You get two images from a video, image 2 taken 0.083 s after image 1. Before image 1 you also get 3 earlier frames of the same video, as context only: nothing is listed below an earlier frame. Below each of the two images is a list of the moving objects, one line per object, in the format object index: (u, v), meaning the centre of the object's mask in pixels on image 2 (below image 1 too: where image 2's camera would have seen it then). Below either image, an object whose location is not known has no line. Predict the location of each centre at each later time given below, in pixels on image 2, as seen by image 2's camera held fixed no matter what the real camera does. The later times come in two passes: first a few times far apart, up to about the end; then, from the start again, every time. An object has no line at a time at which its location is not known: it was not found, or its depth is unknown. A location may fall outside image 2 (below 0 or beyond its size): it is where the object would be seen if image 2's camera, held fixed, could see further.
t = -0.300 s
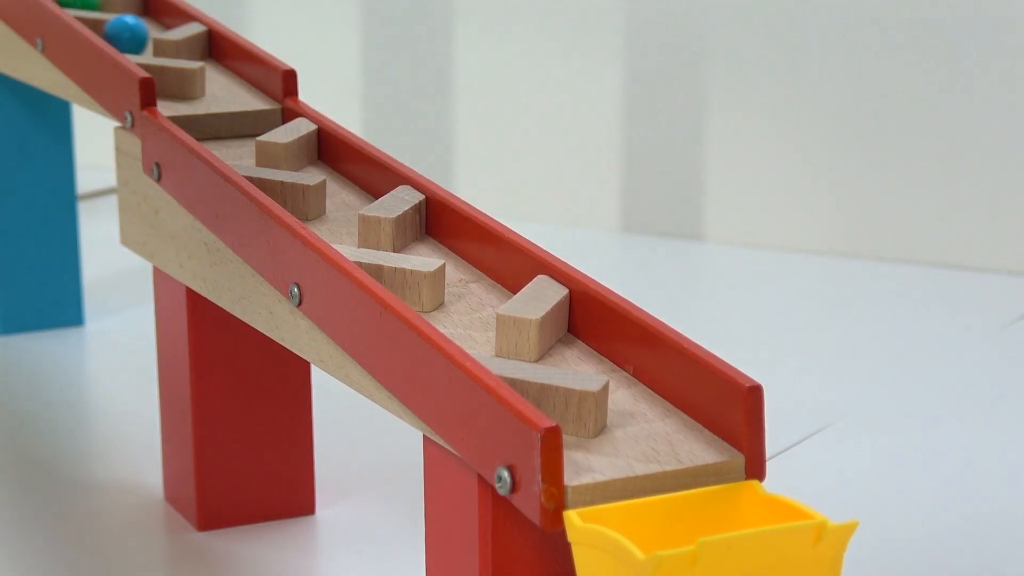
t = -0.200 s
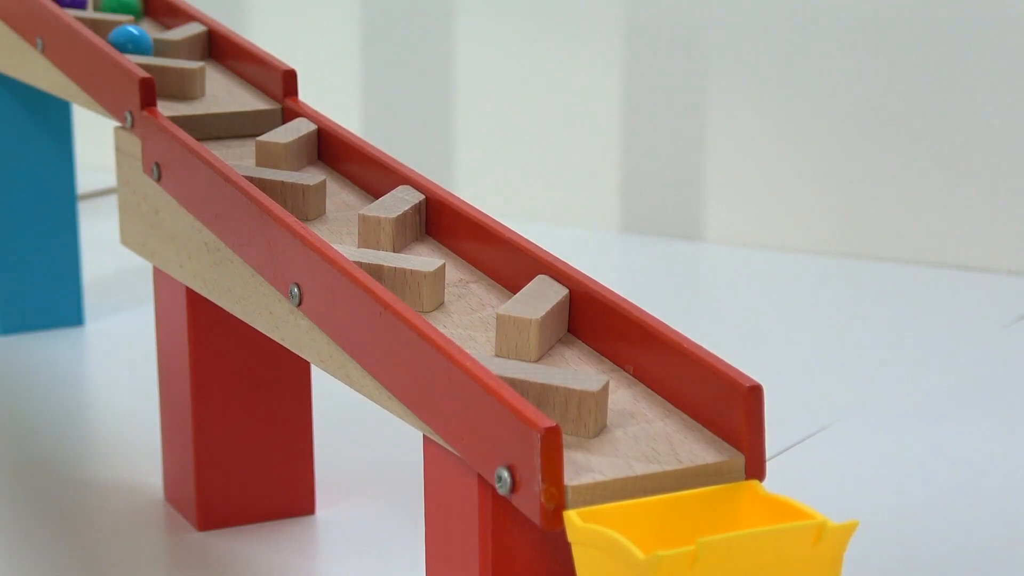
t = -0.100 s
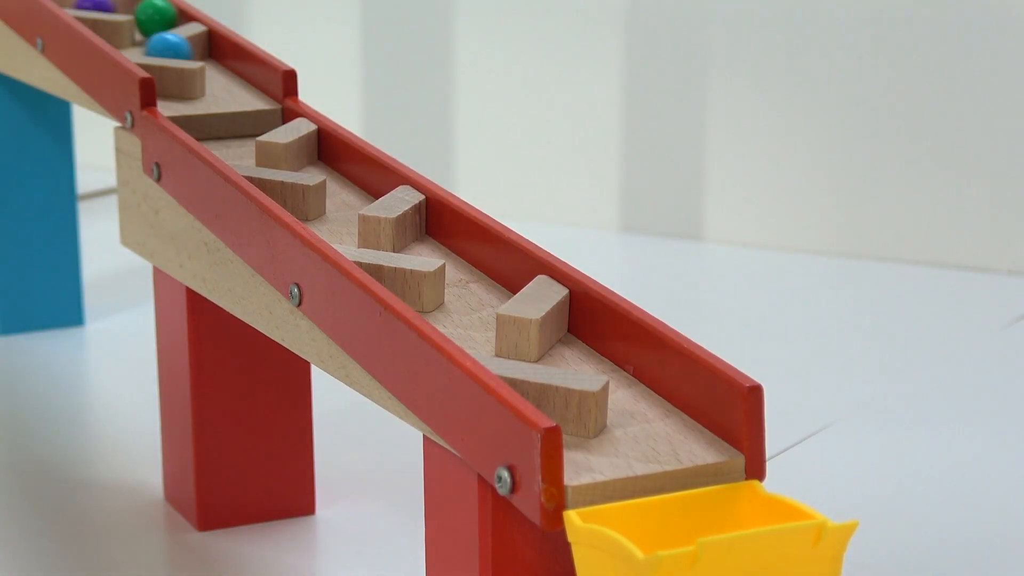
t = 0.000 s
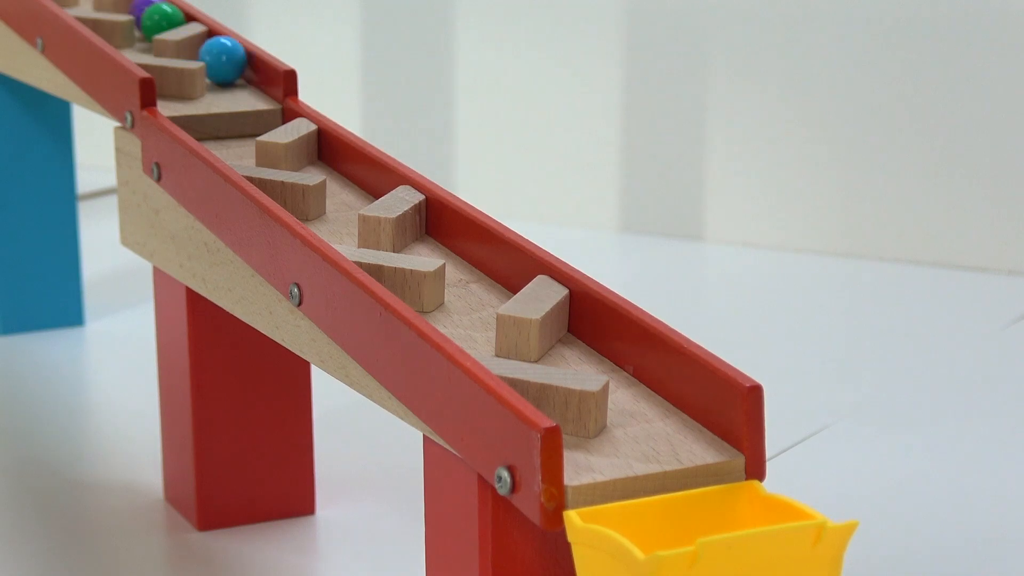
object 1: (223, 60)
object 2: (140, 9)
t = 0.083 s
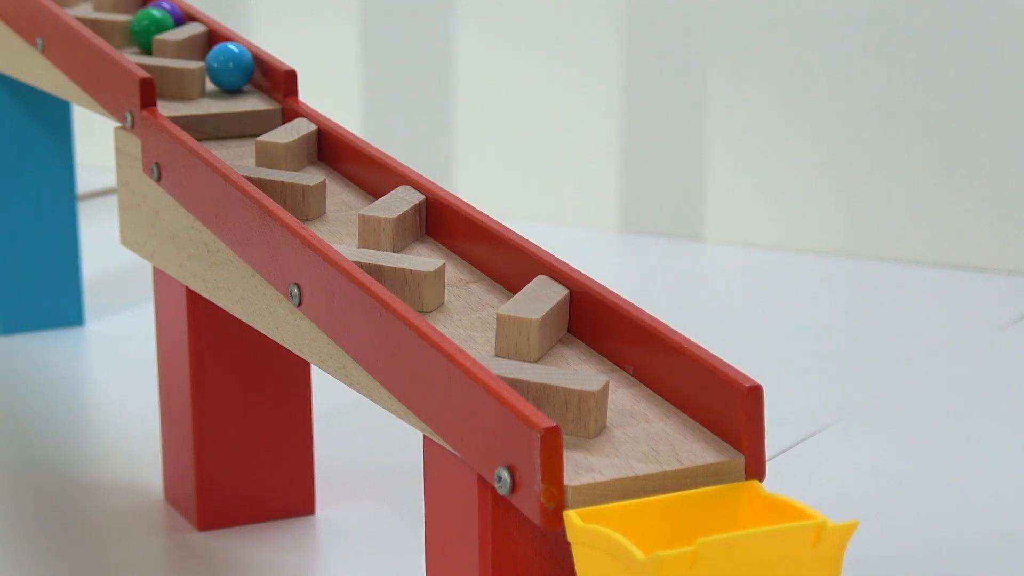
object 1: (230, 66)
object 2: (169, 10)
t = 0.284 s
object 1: (261, 106)
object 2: (122, 29)
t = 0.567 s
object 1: (268, 153)
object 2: (215, 53)
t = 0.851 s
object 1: (368, 184)
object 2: (246, 95)
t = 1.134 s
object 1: (339, 225)
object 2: (230, 137)
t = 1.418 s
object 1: (494, 277)
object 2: (255, 154)
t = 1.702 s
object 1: (497, 333)
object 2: (341, 199)
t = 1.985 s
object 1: (691, 412)
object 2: (349, 229)
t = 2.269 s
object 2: (500, 277)
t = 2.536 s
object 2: (472, 325)
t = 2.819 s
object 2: (655, 383)
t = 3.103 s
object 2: (782, 509)
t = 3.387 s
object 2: (781, 512)
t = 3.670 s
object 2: (781, 513)
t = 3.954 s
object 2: (781, 512)
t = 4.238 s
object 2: (781, 513)
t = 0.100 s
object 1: (230, 67)
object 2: (168, 11)
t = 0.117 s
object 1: (231, 69)
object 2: (168, 13)
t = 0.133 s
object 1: (233, 70)
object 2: (168, 15)
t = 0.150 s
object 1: (236, 71)
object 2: (167, 16)
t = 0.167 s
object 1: (238, 73)
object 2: (163, 18)
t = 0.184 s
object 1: (241, 75)
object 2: (158, 19)
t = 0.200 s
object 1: (243, 77)
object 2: (153, 20)
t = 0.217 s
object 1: (246, 80)
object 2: (150, 21)
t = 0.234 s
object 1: (249, 82)
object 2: (147, 21)
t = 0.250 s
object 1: (253, 85)
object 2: (141, 22)
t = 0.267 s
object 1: (257, 92)
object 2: (127, 25)
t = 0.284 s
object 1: (261, 106)
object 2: (122, 29)
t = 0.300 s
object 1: (265, 111)
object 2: (120, 32)
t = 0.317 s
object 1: (268, 107)
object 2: (120, 35)
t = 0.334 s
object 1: (264, 107)
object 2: (125, 36)
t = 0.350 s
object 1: (257, 111)
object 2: (130, 39)
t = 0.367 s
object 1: (248, 125)
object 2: (136, 41)
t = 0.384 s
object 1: (244, 123)
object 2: (142, 44)
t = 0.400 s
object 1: (240, 123)
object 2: (147, 45)
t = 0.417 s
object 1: (232, 127)
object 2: (153, 46)
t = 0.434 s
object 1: (226, 137)
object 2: (165, 47)
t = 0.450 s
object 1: (228, 135)
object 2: (175, 47)
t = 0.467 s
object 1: (227, 136)
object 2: (183, 47)
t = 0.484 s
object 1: (231, 139)
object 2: (190, 47)
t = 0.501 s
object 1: (240, 144)
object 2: (197, 49)
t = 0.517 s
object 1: (245, 144)
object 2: (203, 50)
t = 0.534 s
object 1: (252, 149)
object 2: (209, 50)
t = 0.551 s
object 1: (259, 149)
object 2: (215, 50)
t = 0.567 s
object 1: (268, 153)
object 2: (215, 53)
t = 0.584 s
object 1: (276, 155)
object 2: (214, 55)
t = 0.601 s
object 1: (285, 157)
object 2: (215, 58)
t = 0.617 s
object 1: (299, 158)
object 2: (218, 60)
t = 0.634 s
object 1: (313, 160)
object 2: (224, 60)
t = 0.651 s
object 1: (327, 165)
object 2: (230, 63)
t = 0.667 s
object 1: (340, 169)
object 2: (232, 67)
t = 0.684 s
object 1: (349, 173)
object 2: (232, 67)
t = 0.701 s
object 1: (348, 176)
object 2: (232, 68)
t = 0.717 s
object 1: (351, 177)
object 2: (232, 69)
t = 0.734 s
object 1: (356, 179)
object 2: (234, 71)
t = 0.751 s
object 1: (354, 180)
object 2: (235, 75)
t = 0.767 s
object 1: (355, 181)
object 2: (236, 77)
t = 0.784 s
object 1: (359, 181)
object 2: (238, 79)
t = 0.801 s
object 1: (362, 182)
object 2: (240, 81)
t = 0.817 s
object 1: (365, 182)
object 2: (242, 84)
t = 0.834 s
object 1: (367, 183)
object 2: (244, 87)
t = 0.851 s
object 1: (368, 184)
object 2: (246, 95)
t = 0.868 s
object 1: (365, 186)
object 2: (252, 109)
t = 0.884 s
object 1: (360, 188)
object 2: (255, 109)
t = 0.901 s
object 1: (356, 191)
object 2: (257, 107)
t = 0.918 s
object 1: (352, 194)
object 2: (259, 110)
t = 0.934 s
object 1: (348, 196)
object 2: (249, 110)
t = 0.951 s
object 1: (345, 199)
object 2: (236, 114)
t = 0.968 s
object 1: (342, 202)
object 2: (218, 120)
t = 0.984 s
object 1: (339, 206)
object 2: (211, 120)
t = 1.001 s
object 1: (337, 209)
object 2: (215, 119)
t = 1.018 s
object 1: (335, 211)
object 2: (224, 122)
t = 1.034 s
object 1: (330, 213)
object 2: (219, 129)
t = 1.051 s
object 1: (326, 215)
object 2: (215, 131)
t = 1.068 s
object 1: (325, 216)
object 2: (220, 131)
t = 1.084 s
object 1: (331, 219)
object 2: (226, 135)
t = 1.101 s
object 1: (335, 221)
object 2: (232, 135)
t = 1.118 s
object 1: (337, 223)
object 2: (232, 136)
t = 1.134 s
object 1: (339, 225)
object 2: (230, 137)
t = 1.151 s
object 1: (344, 227)
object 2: (228, 136)
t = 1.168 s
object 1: (349, 230)
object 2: (227, 137)
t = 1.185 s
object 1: (356, 232)
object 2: (226, 137)
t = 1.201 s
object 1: (369, 233)
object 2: (225, 137)
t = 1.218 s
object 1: (381, 234)
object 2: (225, 138)
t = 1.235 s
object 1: (393, 235)
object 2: (225, 139)
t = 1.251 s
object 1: (405, 237)
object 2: (225, 139)
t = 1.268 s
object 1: (417, 238)
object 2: (225, 140)
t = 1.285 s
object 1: (430, 242)
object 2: (226, 141)
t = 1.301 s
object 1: (444, 247)
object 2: (228, 143)
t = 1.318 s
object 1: (457, 252)
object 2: (231, 144)
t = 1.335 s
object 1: (470, 256)
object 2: (234, 146)
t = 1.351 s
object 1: (475, 261)
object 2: (237, 147)
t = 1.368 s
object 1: (478, 265)
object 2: (241, 149)
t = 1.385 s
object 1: (483, 269)
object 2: (245, 151)
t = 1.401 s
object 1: (489, 274)
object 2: (249, 152)
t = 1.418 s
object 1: (494, 277)
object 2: (255, 154)
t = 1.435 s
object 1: (496, 280)
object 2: (265, 155)
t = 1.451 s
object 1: (486, 285)
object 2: (275, 156)
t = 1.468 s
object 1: (477, 288)
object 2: (284, 157)
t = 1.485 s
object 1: (469, 293)
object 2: (294, 158)
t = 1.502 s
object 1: (461, 296)
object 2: (305, 159)
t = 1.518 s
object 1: (455, 300)
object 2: (317, 162)
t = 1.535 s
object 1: (450, 303)
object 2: (328, 166)
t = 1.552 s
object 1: (447, 306)
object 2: (339, 170)
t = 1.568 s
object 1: (448, 308)
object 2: (348, 174)
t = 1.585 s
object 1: (457, 313)
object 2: (355, 178)
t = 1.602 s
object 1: (461, 317)
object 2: (355, 181)
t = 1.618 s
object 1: (460, 318)
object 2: (356, 184)
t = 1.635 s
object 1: (467, 321)
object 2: (358, 186)
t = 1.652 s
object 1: (473, 324)
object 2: (360, 189)
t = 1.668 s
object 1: (480, 327)
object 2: (360, 191)
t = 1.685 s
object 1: (488, 330)
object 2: (349, 196)
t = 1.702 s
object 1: (497, 333)
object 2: (341, 199)
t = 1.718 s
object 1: (507, 336)
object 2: (334, 203)
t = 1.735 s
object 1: (517, 339)
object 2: (327, 206)
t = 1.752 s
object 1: (527, 342)
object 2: (322, 208)
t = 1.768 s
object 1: (539, 345)
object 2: (317, 209)
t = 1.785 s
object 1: (554, 347)
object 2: (316, 210)
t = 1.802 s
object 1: (570, 349)
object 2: (326, 215)
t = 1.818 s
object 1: (585, 351)
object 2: (324, 216)
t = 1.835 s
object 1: (604, 357)
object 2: (325, 216)
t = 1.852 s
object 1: (621, 364)
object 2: (330, 218)
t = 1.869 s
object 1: (637, 370)
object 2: (329, 218)
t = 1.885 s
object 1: (641, 375)
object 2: (328, 219)
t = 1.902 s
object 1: (646, 380)
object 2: (331, 220)
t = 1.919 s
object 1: (653, 385)
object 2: (334, 222)
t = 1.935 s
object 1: (661, 391)
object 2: (337, 223)
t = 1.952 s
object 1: (670, 398)
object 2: (340, 225)
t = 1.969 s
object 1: (680, 405)
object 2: (344, 227)
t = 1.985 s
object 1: (691, 412)
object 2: (349, 229)
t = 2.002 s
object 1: (702, 419)
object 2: (353, 231)
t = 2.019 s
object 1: (714, 426)
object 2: (359, 233)
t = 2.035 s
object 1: (725, 442)
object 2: (367, 234)
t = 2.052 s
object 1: (737, 473)
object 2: (378, 235)
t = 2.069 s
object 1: (740, 508)
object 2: (388, 236)
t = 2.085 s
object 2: (398, 237)
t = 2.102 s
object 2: (409, 238)
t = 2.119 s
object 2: (421, 240)
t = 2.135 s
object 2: (434, 243)
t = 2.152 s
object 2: (446, 248)
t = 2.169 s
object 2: (457, 254)
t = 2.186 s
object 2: (469, 258)
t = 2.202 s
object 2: (480, 263)
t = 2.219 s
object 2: (485, 267)
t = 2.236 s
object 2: (491, 272)
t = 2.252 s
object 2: (496, 274)
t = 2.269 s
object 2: (500, 277)
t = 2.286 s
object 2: (493, 281)
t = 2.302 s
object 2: (483, 285)
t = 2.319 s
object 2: (474, 288)
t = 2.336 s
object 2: (466, 292)
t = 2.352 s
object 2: (459, 296)
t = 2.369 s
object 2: (452, 300)
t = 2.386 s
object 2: (448, 302)
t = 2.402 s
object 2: (444, 304)
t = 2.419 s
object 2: (445, 307)
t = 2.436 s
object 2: (456, 312)
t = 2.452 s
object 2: (461, 316)
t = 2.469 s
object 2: (457, 316)
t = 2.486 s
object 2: (462, 318)
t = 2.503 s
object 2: (468, 321)
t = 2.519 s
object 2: (470, 323)
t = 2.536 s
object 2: (472, 325)
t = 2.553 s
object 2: (475, 328)
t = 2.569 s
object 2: (479, 330)
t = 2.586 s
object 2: (483, 333)
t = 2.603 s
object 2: (488, 336)
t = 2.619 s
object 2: (495, 339)
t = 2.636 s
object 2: (507, 340)
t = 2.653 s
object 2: (519, 341)
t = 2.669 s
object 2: (530, 343)
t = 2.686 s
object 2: (542, 345)
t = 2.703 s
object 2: (555, 346)
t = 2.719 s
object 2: (568, 349)
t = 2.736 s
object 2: (582, 351)
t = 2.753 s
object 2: (599, 356)
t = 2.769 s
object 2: (614, 364)
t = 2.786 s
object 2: (629, 371)
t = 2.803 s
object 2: (644, 377)
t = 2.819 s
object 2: (655, 383)
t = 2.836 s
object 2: (662, 389)
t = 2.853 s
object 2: (671, 396)
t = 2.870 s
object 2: (682, 403)
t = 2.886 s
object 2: (694, 411)
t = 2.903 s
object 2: (706, 418)
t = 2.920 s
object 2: (718, 427)
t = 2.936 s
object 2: (729, 443)
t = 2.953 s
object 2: (741, 478)
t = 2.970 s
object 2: (749, 492)
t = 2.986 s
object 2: (756, 492)
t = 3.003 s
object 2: (763, 494)
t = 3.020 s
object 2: (770, 496)
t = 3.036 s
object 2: (777, 500)
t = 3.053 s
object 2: (783, 505)
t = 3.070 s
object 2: (784, 508)
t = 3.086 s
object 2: (783, 509)
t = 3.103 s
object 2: (782, 509)
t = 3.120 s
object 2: (780, 509)
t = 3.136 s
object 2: (779, 509)
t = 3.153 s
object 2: (778, 510)
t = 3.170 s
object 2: (778, 511)
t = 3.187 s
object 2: (778, 512)
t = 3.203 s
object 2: (779, 512)
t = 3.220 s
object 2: (780, 512)
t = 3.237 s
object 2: (781, 512)
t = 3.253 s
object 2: (781, 513)
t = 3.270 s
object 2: (781, 512)
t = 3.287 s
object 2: (781, 512)
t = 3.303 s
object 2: (781, 512)
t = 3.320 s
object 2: (781, 512)
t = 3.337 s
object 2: (781, 512)
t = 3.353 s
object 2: (781, 512)
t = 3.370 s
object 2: (781, 512)
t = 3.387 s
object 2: (781, 512)
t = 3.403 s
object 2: (781, 512)
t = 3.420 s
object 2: (781, 512)
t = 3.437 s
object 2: (781, 512)
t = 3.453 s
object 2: (781, 512)
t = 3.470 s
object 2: (781, 512)
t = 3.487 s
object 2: (781, 512)
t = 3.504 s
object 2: (781, 512)
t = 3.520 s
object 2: (781, 512)
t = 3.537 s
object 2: (781, 512)
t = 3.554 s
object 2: (781, 512)
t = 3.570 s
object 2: (781, 512)
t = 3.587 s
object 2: (781, 512)
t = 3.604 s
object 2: (781, 512)
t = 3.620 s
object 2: (781, 512)
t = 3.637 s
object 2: (781, 513)
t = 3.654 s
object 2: (781, 513)
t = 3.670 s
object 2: (781, 513)
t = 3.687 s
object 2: (781, 512)
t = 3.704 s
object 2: (781, 512)
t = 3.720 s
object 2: (781, 512)
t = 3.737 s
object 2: (781, 512)
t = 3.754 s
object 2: (781, 512)
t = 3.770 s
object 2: (781, 512)
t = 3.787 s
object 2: (781, 512)
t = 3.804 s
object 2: (781, 512)
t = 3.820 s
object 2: (781, 512)
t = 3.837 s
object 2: (781, 512)
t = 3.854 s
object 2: (781, 512)
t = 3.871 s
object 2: (781, 513)
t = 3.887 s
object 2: (782, 512)
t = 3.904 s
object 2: (781, 512)
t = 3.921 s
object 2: (781, 512)
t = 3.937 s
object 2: (781, 512)
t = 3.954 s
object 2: (781, 512)
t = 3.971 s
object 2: (781, 513)
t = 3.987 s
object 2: (781, 513)
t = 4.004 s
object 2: (781, 513)
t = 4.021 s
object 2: (781, 513)
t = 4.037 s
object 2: (781, 513)
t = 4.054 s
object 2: (781, 513)
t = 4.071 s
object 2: (781, 513)
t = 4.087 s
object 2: (781, 513)
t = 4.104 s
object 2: (781, 513)
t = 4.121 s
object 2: (781, 513)
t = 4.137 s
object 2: (781, 513)
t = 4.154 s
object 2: (781, 513)
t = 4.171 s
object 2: (781, 513)
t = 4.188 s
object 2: (781, 513)
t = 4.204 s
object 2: (781, 513)
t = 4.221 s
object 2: (781, 513)
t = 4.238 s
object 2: (781, 513)
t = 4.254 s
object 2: (781, 513)
